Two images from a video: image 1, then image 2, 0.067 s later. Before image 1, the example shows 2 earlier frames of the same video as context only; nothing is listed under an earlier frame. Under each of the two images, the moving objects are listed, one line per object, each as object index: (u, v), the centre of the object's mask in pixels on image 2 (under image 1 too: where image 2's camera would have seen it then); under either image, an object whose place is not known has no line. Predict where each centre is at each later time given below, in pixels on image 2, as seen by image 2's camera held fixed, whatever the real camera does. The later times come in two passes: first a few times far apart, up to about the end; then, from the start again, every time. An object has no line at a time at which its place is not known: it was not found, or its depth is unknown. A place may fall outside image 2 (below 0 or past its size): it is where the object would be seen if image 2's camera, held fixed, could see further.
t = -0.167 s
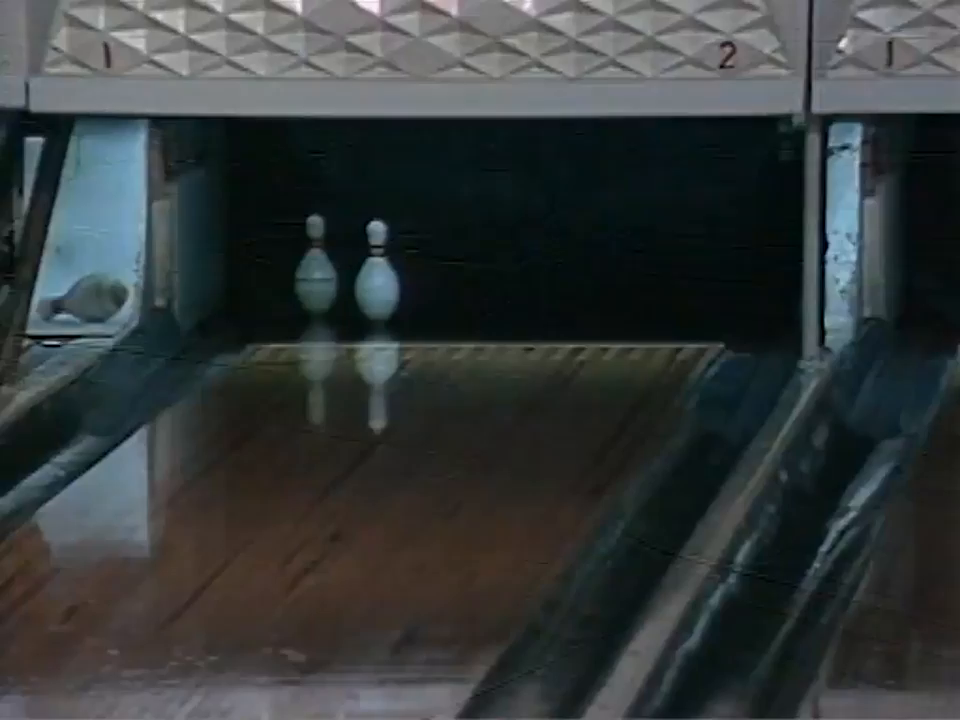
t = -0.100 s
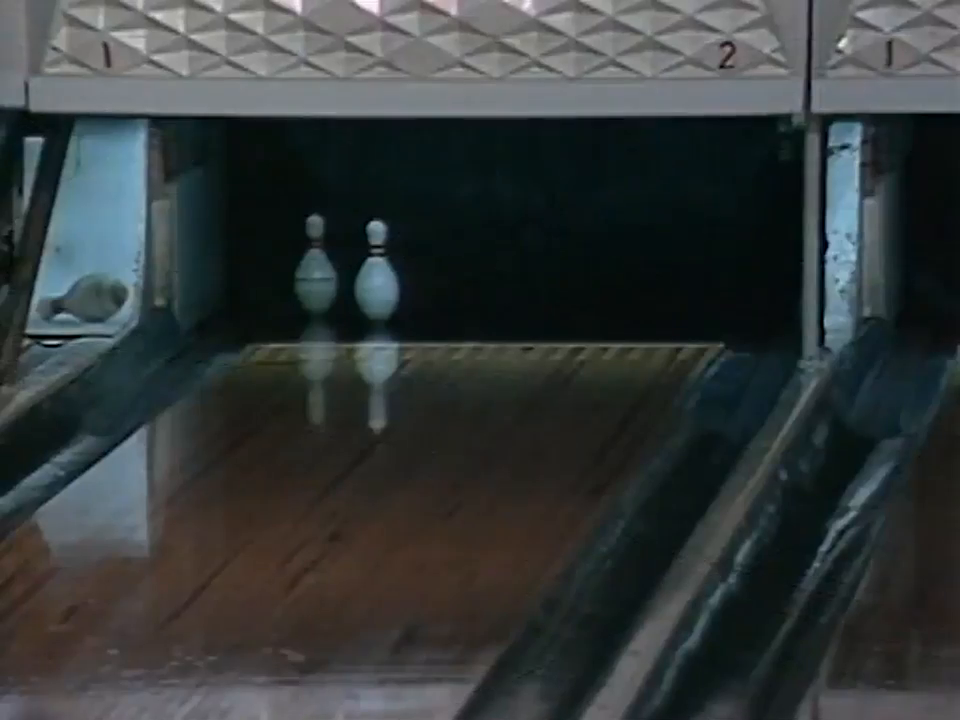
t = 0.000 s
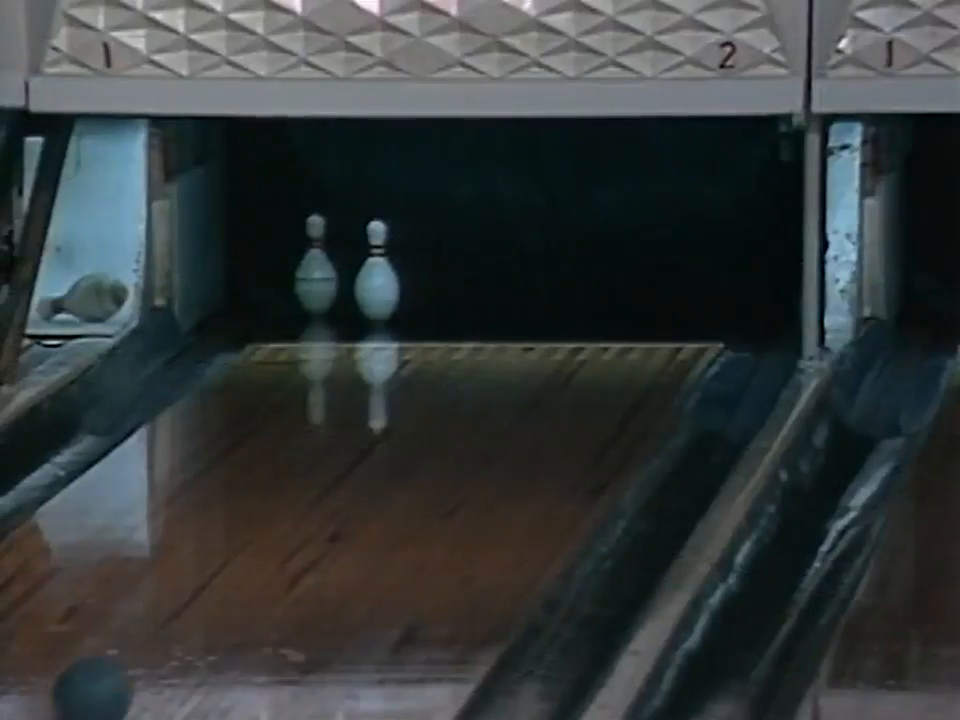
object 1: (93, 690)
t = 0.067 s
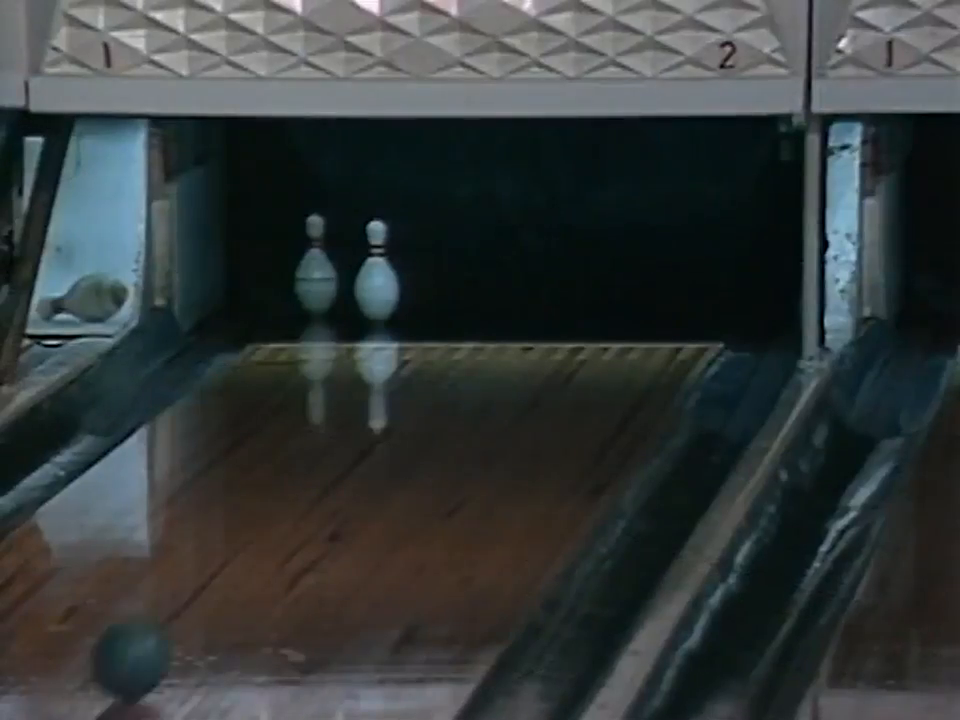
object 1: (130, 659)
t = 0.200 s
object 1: (197, 595)
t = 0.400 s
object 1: (277, 512)
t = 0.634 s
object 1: (344, 436)
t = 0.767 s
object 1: (374, 398)
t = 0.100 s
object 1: (149, 641)
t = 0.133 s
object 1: (165, 625)
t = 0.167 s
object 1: (181, 609)
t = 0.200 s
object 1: (197, 595)
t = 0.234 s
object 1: (212, 579)
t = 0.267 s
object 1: (227, 566)
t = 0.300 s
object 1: (239, 551)
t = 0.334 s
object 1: (252, 537)
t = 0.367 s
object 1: (265, 524)
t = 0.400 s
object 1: (277, 512)
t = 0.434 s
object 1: (288, 499)
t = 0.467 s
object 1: (299, 487)
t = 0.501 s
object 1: (309, 477)
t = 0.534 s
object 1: (320, 464)
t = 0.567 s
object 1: (329, 454)
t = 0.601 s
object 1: (336, 445)
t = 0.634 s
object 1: (344, 436)
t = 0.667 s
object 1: (351, 427)
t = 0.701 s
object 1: (361, 417)
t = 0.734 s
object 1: (368, 407)
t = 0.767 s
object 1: (374, 398)
